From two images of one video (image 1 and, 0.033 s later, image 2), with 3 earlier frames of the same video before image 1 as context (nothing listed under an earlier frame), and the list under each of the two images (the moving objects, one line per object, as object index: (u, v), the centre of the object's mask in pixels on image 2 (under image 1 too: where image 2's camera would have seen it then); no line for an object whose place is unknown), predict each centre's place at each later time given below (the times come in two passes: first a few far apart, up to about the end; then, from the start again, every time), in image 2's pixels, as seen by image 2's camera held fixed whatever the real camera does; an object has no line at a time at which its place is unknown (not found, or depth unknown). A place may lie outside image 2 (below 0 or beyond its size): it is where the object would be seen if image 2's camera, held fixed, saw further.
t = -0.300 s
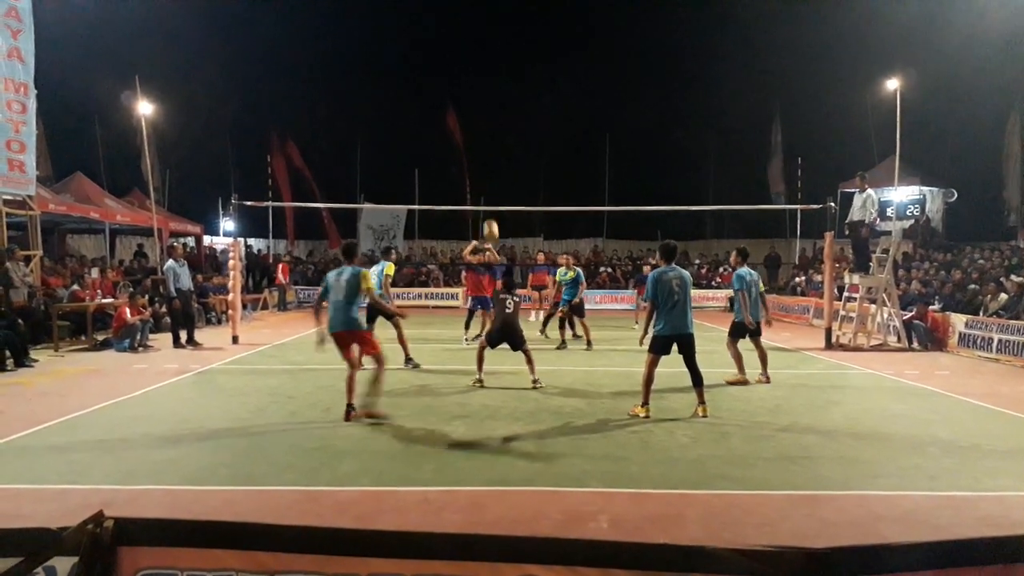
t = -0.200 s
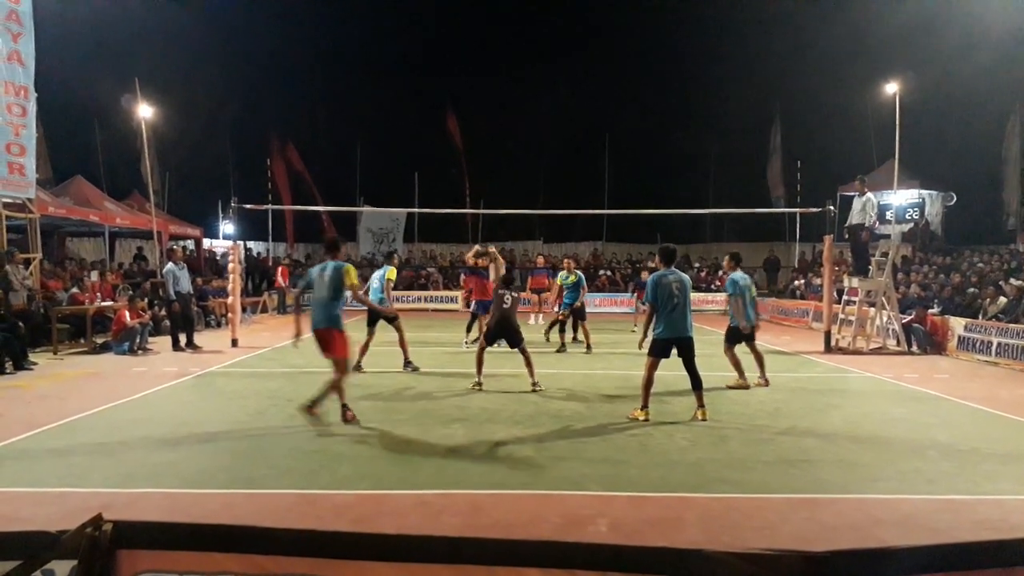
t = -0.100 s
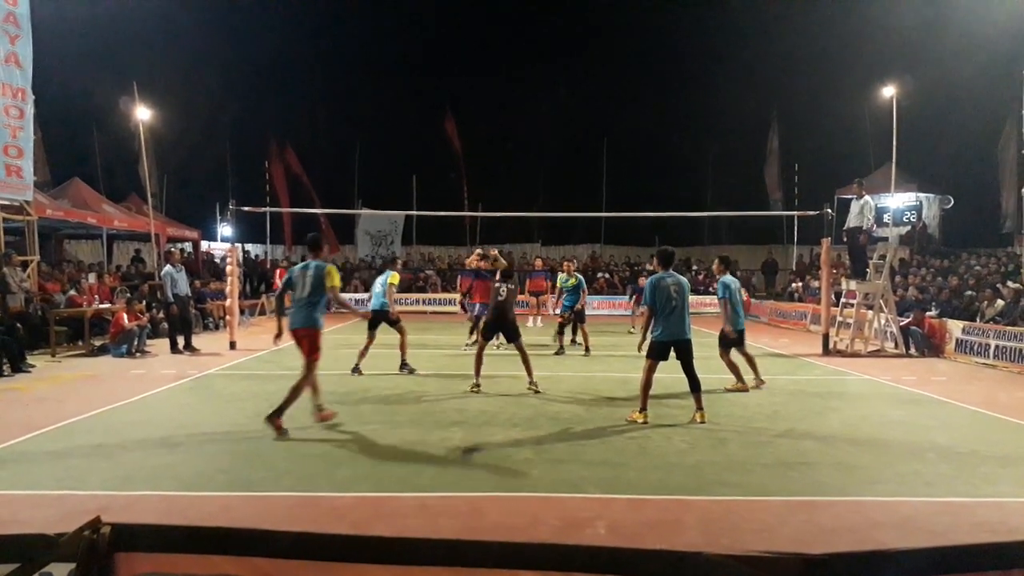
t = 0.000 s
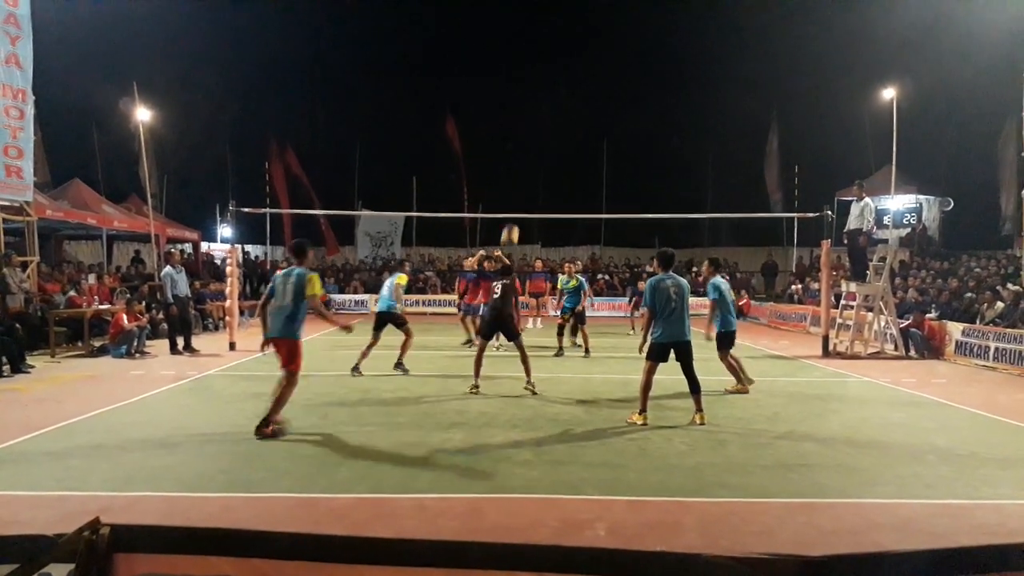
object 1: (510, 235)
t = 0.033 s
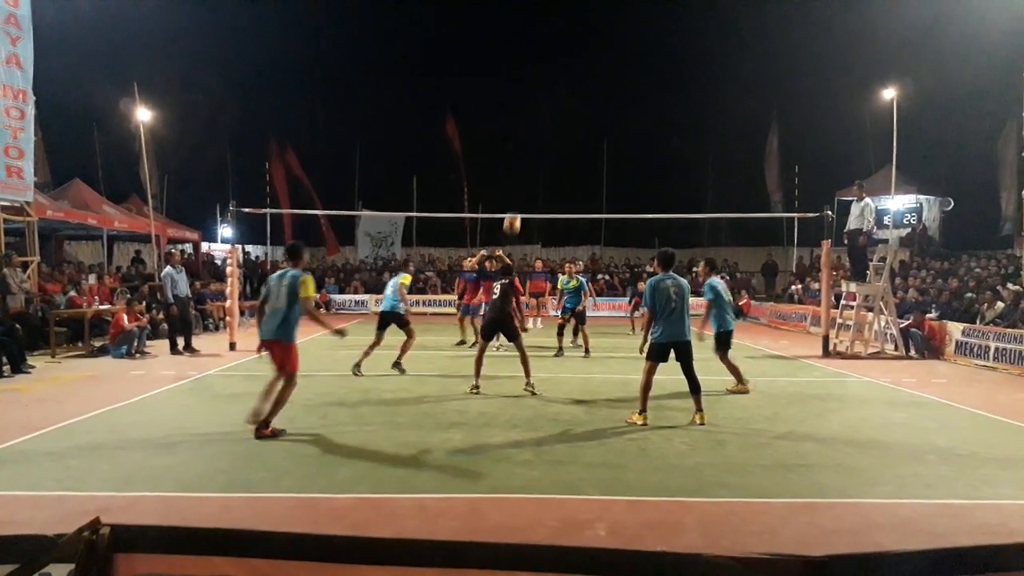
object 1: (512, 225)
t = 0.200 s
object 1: (521, 174)
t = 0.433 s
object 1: (532, 144)
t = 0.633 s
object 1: (540, 148)
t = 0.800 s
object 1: (547, 169)
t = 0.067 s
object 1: (514, 211)
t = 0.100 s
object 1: (515, 201)
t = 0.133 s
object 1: (517, 191)
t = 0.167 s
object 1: (519, 182)
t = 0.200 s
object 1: (521, 174)
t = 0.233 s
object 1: (523, 167)
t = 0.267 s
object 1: (525, 161)
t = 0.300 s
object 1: (526, 156)
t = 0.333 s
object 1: (528, 151)
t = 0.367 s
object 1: (530, 148)
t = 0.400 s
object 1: (531, 145)
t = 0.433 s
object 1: (532, 144)
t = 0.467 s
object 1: (534, 142)
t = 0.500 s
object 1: (535, 142)
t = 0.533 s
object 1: (537, 143)
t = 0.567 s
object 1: (538, 144)
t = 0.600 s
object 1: (539, 145)
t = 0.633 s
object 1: (540, 148)
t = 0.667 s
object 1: (542, 151)
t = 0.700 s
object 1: (543, 155)
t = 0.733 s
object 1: (544, 159)
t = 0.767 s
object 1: (545, 164)
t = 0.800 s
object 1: (547, 169)
